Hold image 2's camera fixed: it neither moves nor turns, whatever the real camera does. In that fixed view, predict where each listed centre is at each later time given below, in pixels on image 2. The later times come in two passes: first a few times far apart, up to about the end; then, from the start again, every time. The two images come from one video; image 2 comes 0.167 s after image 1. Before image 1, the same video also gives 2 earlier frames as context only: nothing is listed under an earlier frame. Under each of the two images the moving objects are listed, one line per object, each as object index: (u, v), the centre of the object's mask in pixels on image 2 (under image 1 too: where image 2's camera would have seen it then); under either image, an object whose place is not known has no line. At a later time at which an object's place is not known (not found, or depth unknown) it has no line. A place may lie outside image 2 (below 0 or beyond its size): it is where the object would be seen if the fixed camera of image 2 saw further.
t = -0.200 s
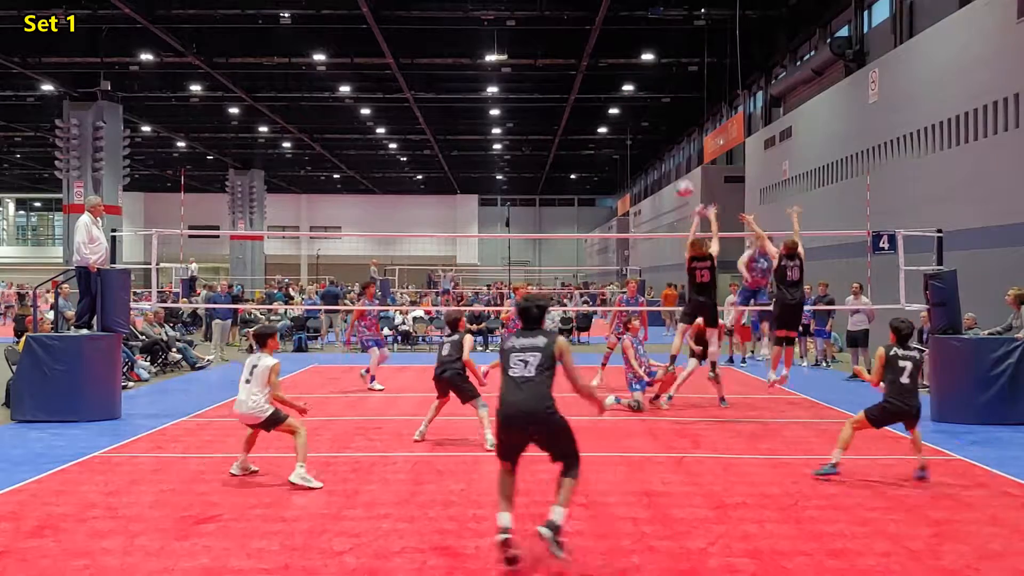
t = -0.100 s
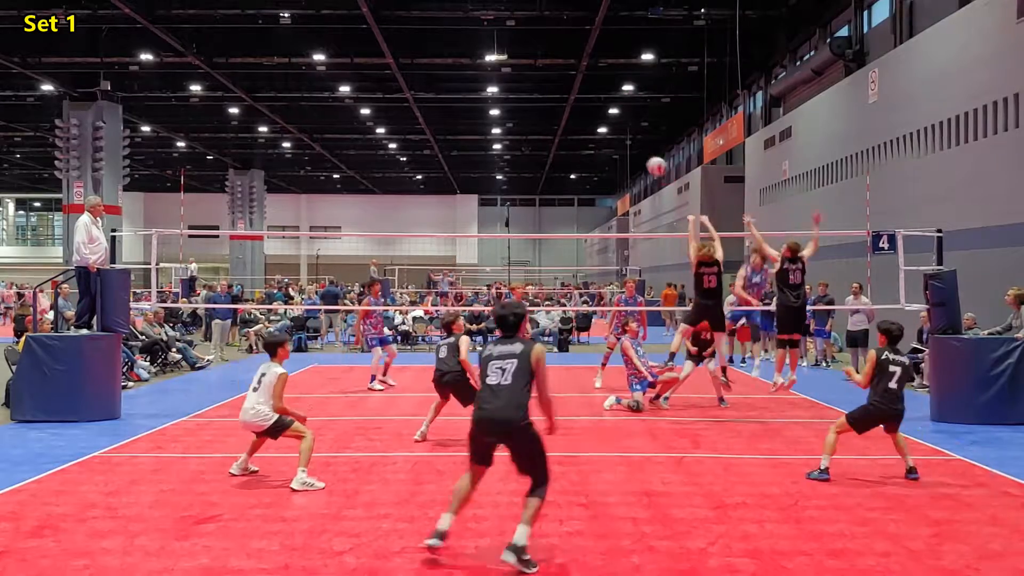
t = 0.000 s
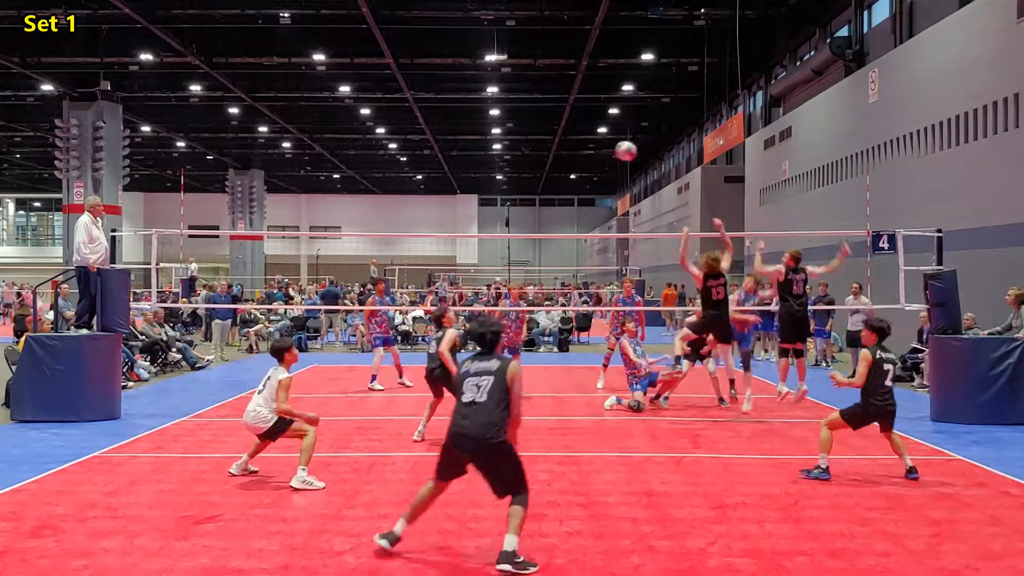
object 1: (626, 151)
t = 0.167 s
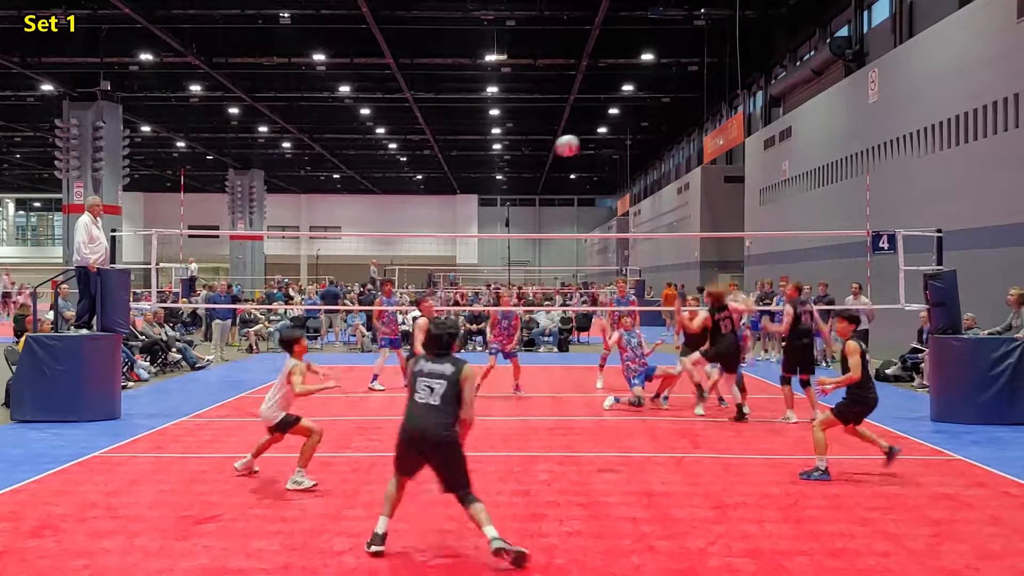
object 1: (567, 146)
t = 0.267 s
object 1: (526, 157)
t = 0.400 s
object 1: (467, 195)
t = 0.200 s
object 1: (554, 148)
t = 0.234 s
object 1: (540, 152)
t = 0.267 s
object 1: (526, 157)
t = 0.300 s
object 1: (512, 164)
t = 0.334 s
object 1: (497, 173)
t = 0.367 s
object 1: (482, 183)
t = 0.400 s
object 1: (467, 195)
